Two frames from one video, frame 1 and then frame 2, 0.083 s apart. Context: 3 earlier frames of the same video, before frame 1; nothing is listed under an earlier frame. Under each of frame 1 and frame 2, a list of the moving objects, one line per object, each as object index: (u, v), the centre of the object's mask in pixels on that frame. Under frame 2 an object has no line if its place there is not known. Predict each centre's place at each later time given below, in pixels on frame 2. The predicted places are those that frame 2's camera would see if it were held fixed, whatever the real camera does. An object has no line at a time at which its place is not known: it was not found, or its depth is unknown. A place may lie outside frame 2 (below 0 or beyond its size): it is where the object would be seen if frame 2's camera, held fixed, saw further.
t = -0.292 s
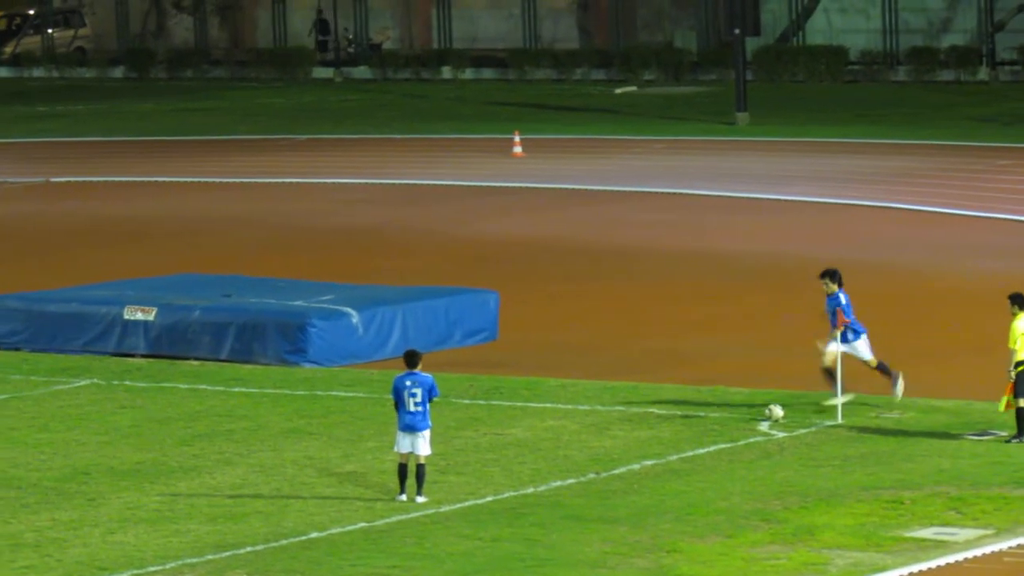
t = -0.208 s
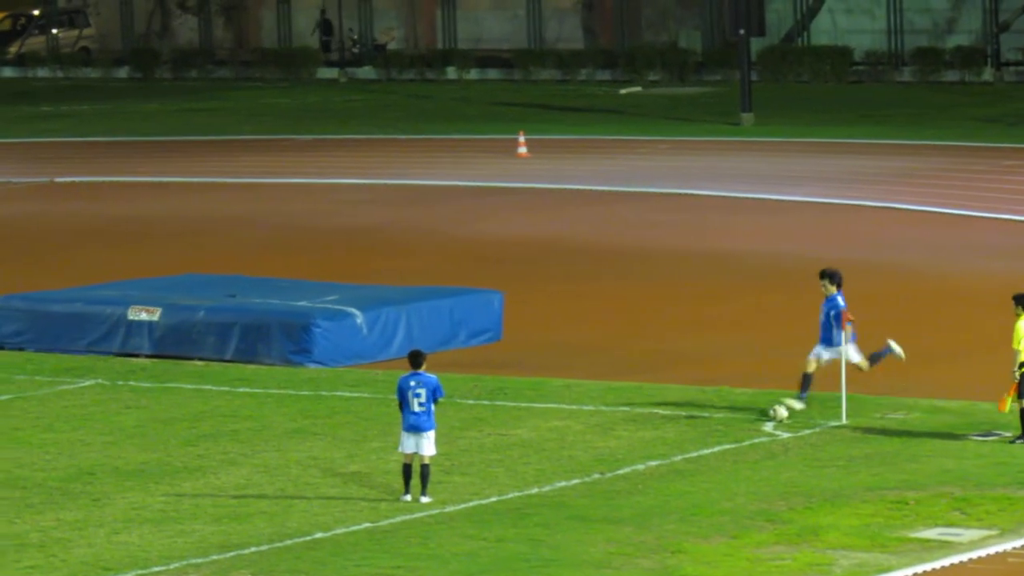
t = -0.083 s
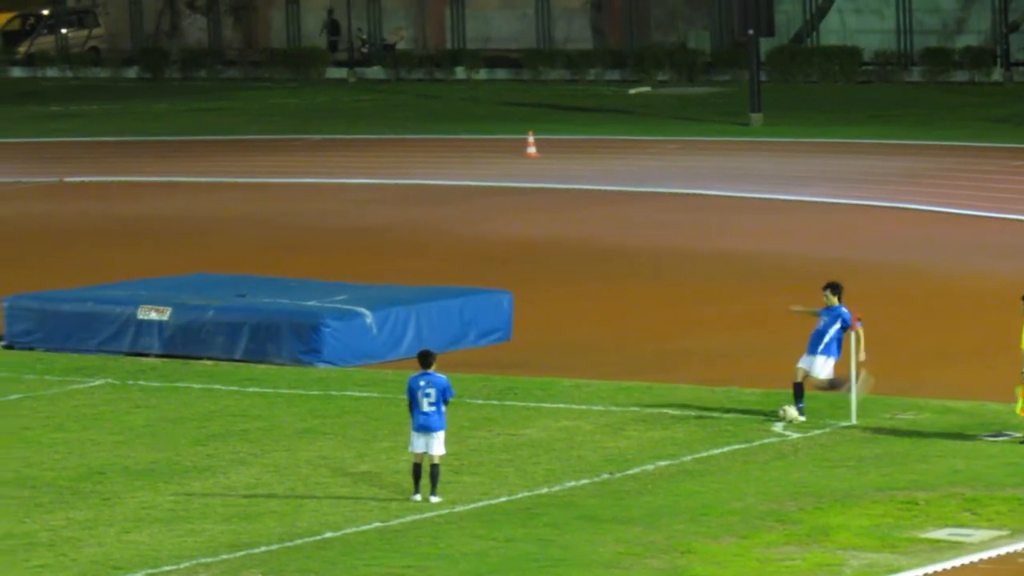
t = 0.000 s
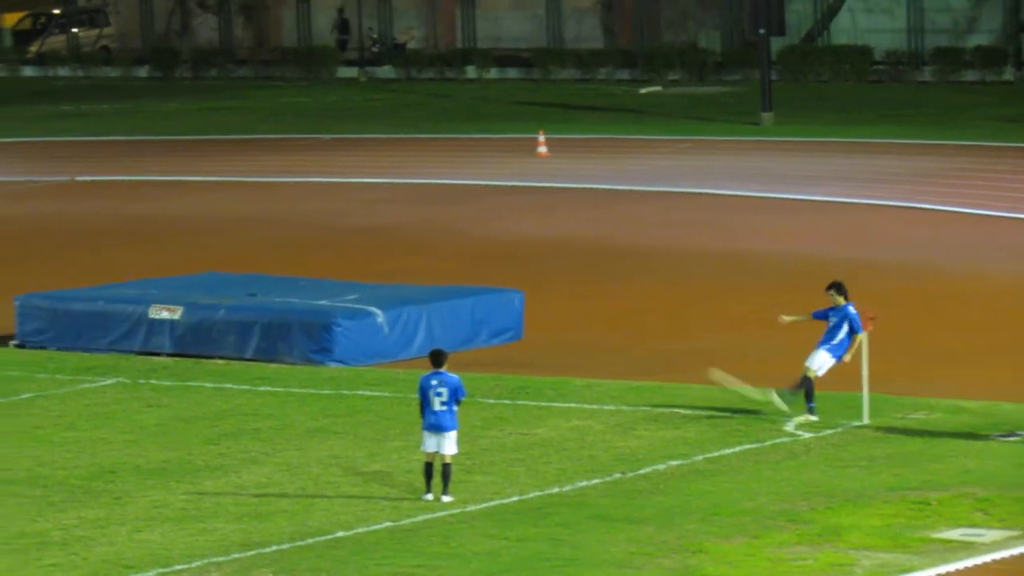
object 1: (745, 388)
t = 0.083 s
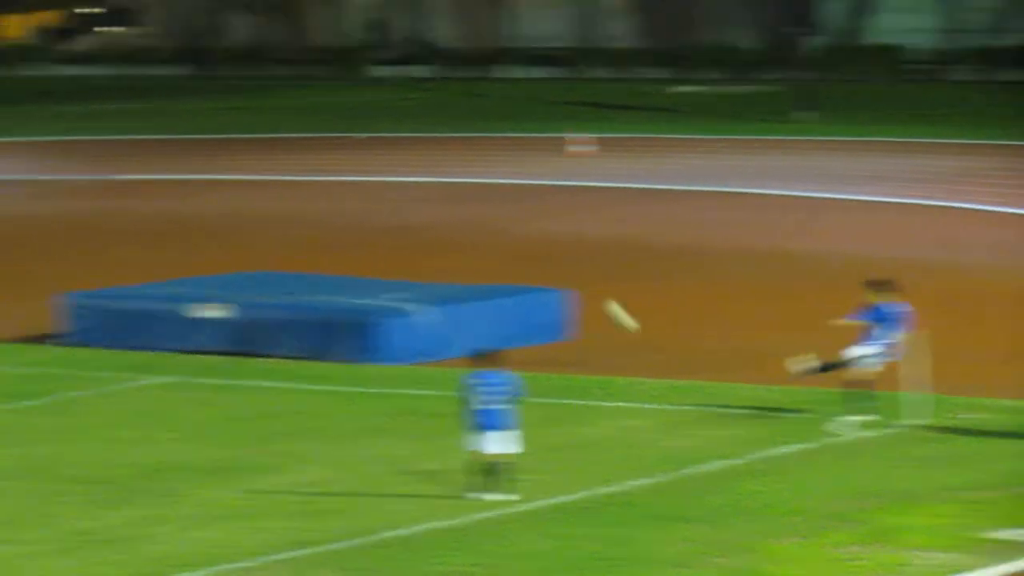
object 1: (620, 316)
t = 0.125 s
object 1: (548, 283)
